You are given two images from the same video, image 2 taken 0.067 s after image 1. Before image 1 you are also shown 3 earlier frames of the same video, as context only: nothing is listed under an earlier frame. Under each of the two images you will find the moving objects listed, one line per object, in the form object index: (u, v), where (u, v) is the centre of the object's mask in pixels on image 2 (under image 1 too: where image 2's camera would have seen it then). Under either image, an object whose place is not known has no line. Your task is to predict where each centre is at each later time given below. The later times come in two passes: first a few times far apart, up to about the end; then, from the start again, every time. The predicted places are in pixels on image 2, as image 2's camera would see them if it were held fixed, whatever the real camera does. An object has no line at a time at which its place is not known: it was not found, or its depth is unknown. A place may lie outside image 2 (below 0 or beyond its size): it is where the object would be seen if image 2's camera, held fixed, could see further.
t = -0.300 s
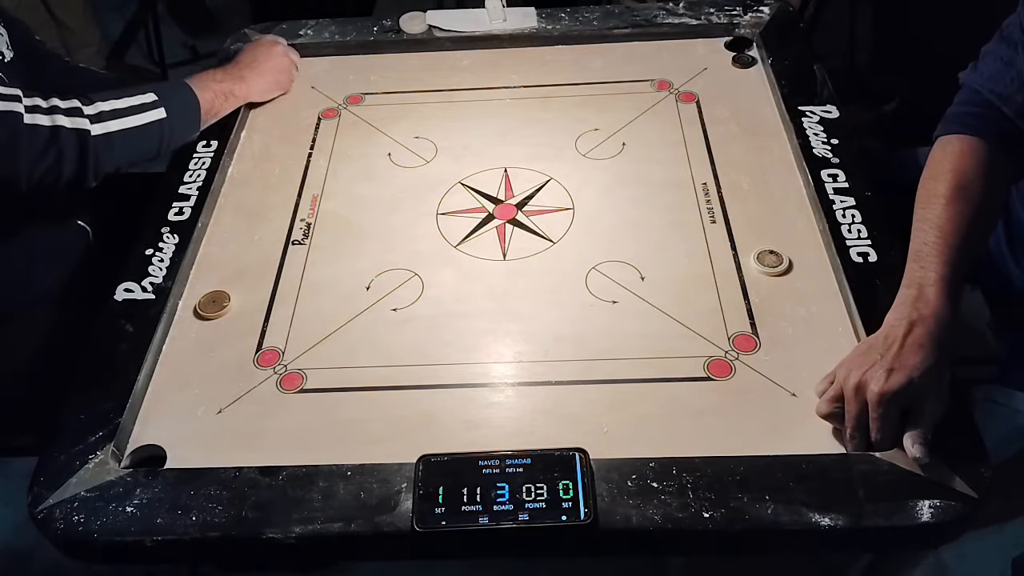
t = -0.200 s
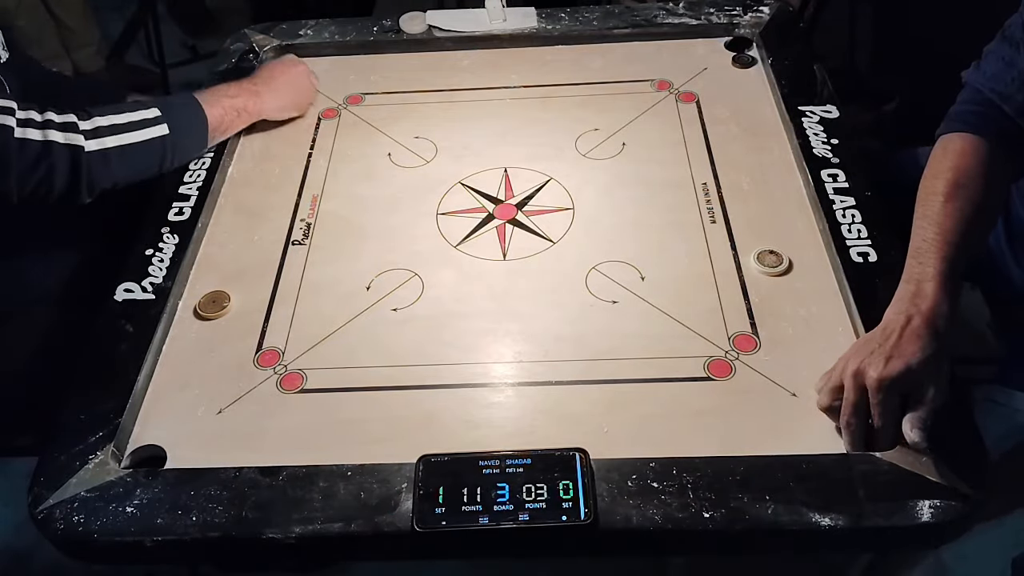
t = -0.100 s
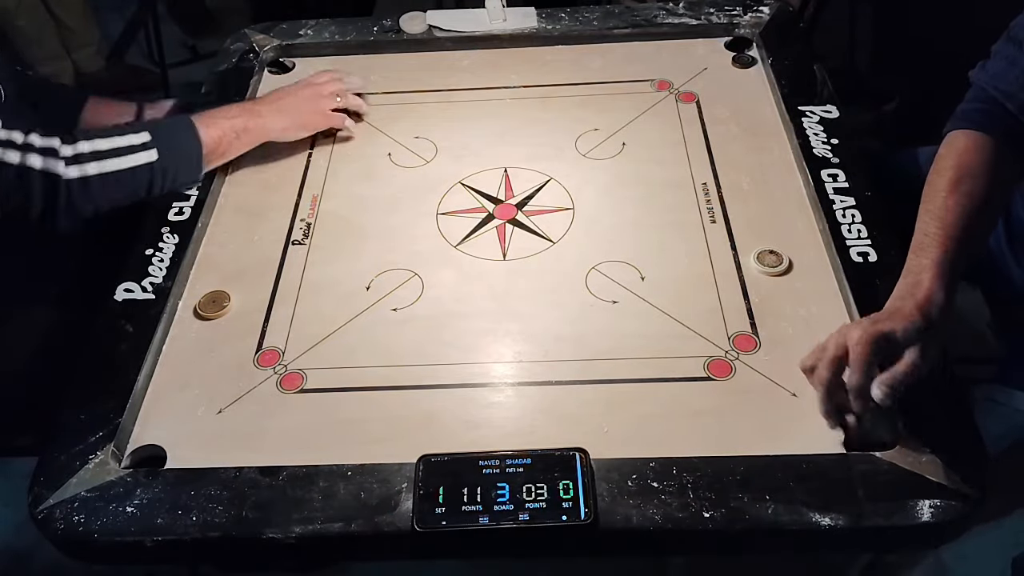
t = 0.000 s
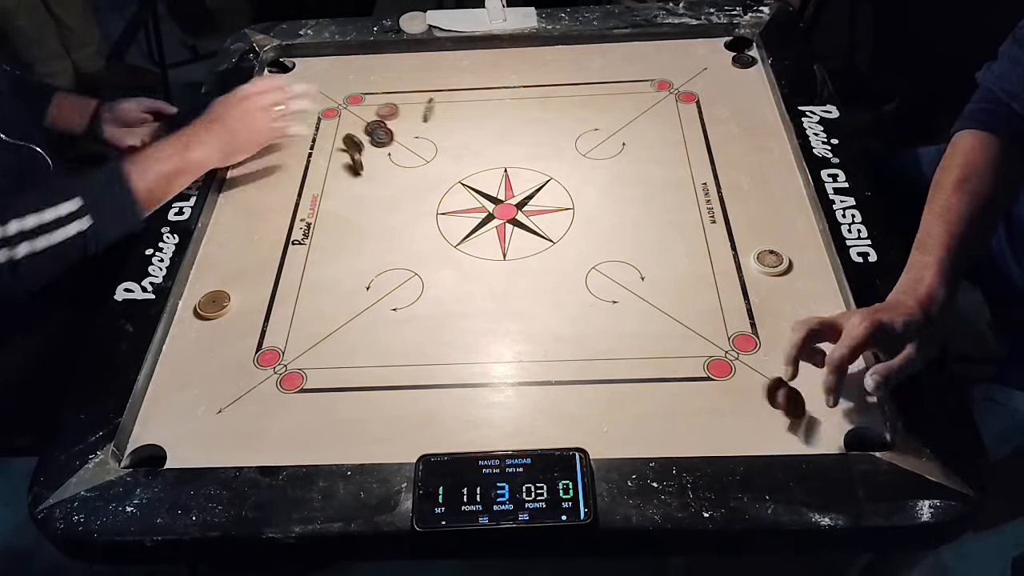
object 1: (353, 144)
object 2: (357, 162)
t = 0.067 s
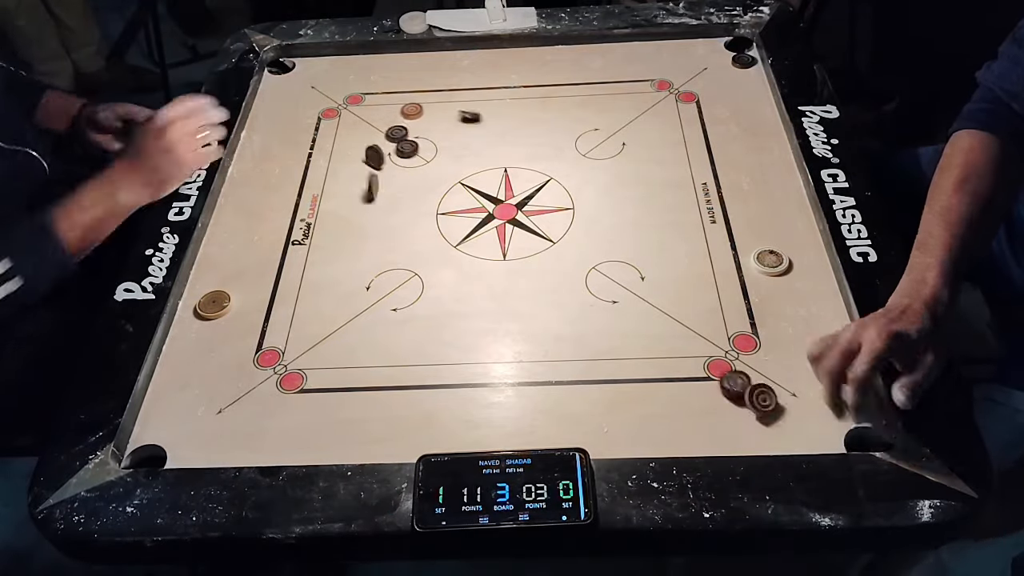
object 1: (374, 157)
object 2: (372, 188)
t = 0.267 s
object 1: (438, 191)
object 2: (410, 254)
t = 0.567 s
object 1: (511, 268)
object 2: (483, 369)
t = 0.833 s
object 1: (534, 363)
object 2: (543, 433)
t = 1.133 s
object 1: (502, 438)
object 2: (589, 429)
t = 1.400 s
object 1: (472, 426)
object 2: (589, 429)
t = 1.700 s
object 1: (472, 425)
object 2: (590, 429)
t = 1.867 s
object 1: (472, 425)
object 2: (590, 429)
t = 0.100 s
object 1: (385, 162)
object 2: (379, 193)
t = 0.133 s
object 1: (395, 167)
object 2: (386, 208)
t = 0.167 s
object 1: (407, 173)
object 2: (392, 218)
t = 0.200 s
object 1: (418, 178)
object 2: (398, 230)
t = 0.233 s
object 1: (428, 185)
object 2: (404, 241)
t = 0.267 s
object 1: (438, 191)
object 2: (410, 254)
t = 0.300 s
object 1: (447, 198)
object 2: (415, 273)
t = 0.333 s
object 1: (456, 205)
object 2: (423, 279)
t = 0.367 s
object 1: (465, 213)
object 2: (431, 290)
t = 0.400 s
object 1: (474, 222)
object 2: (440, 302)
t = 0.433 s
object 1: (482, 230)
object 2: (448, 316)
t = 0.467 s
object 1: (491, 240)
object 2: (457, 327)
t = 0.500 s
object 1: (498, 248)
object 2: (465, 341)
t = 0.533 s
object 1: (505, 258)
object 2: (474, 355)
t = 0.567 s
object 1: (511, 268)
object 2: (483, 369)
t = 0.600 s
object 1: (517, 279)
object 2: (491, 383)
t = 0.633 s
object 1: (521, 290)
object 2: (500, 398)
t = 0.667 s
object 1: (525, 301)
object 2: (508, 412)
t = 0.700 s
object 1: (529, 313)
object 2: (516, 428)
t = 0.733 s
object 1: (532, 328)
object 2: (522, 439)
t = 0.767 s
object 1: (534, 341)
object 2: (529, 439)
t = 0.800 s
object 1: (535, 352)
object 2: (536, 436)
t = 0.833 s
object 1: (534, 363)
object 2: (543, 433)
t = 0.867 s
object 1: (533, 374)
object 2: (549, 431)
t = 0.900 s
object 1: (532, 387)
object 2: (554, 429)
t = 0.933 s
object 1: (530, 401)
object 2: (560, 426)
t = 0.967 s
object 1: (526, 413)
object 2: (566, 429)
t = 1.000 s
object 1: (521, 426)
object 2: (575, 431)
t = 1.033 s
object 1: (517, 437)
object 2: (580, 429)
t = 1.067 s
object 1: (513, 440)
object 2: (584, 429)
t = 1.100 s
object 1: (507, 439)
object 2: (588, 429)
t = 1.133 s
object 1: (502, 438)
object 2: (589, 429)
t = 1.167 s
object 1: (496, 437)
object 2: (590, 429)
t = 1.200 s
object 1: (492, 436)
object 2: (589, 428)
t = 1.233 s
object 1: (489, 432)
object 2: (590, 429)
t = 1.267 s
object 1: (484, 431)
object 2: (590, 429)
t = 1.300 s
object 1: (478, 433)
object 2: (589, 429)
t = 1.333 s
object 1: (475, 429)
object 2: (590, 429)
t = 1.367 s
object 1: (473, 426)
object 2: (589, 429)
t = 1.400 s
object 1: (472, 426)
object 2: (589, 429)
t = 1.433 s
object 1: (473, 424)
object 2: (590, 429)
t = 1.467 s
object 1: (473, 424)
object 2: (589, 429)
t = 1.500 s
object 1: (473, 425)
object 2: (590, 429)
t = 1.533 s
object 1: (473, 425)
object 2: (590, 429)
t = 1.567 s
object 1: (472, 426)
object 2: (590, 429)
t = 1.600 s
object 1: (472, 426)
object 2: (590, 429)
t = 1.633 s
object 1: (471, 425)
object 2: (589, 429)
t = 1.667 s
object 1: (472, 425)
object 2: (589, 429)
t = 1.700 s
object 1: (472, 425)
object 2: (590, 429)
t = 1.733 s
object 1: (472, 425)
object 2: (590, 429)
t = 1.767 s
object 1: (472, 425)
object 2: (590, 429)
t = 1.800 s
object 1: (472, 425)
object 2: (590, 429)
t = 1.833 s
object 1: (472, 425)
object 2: (590, 429)
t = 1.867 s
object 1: (472, 425)
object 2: (590, 429)
